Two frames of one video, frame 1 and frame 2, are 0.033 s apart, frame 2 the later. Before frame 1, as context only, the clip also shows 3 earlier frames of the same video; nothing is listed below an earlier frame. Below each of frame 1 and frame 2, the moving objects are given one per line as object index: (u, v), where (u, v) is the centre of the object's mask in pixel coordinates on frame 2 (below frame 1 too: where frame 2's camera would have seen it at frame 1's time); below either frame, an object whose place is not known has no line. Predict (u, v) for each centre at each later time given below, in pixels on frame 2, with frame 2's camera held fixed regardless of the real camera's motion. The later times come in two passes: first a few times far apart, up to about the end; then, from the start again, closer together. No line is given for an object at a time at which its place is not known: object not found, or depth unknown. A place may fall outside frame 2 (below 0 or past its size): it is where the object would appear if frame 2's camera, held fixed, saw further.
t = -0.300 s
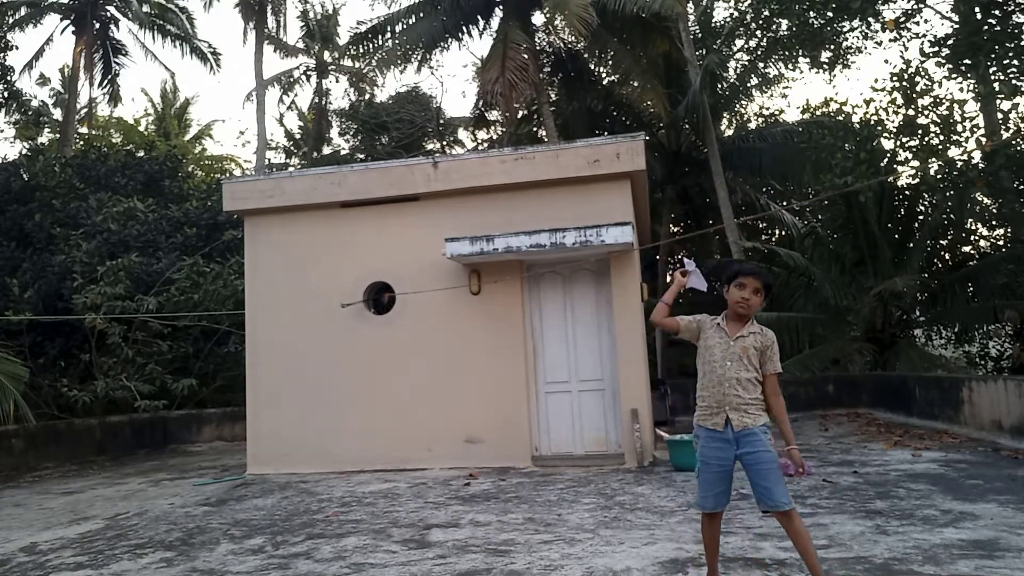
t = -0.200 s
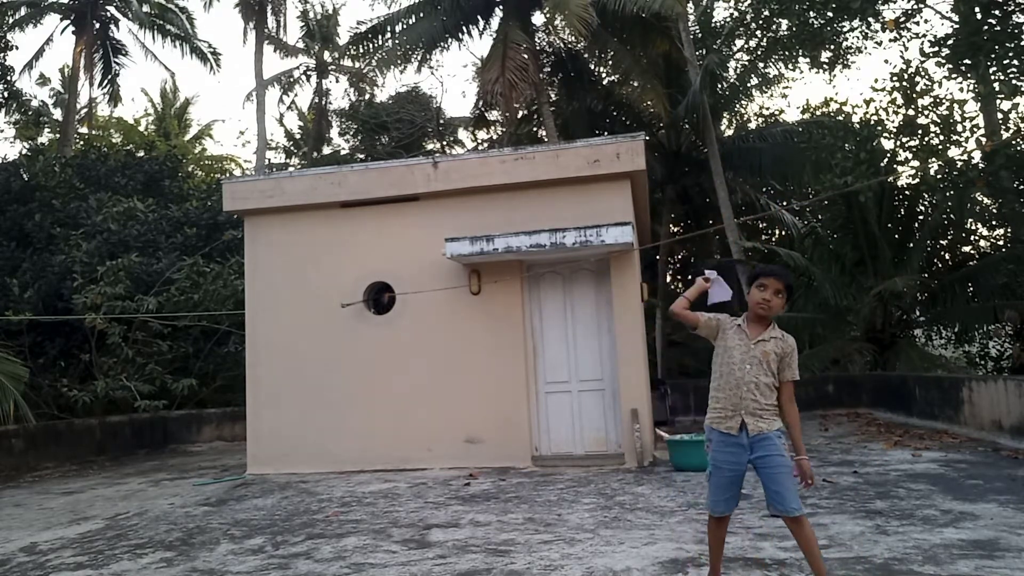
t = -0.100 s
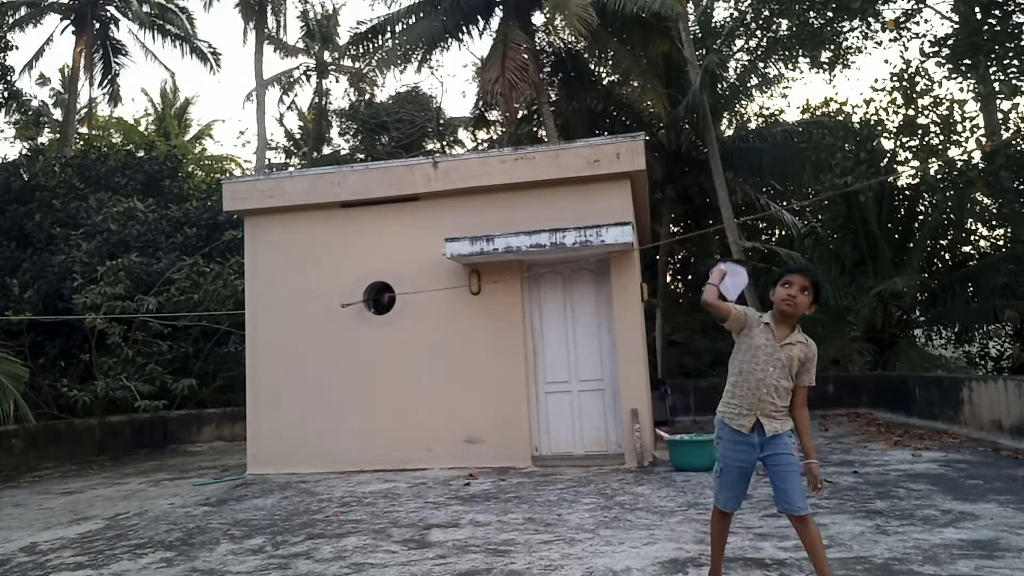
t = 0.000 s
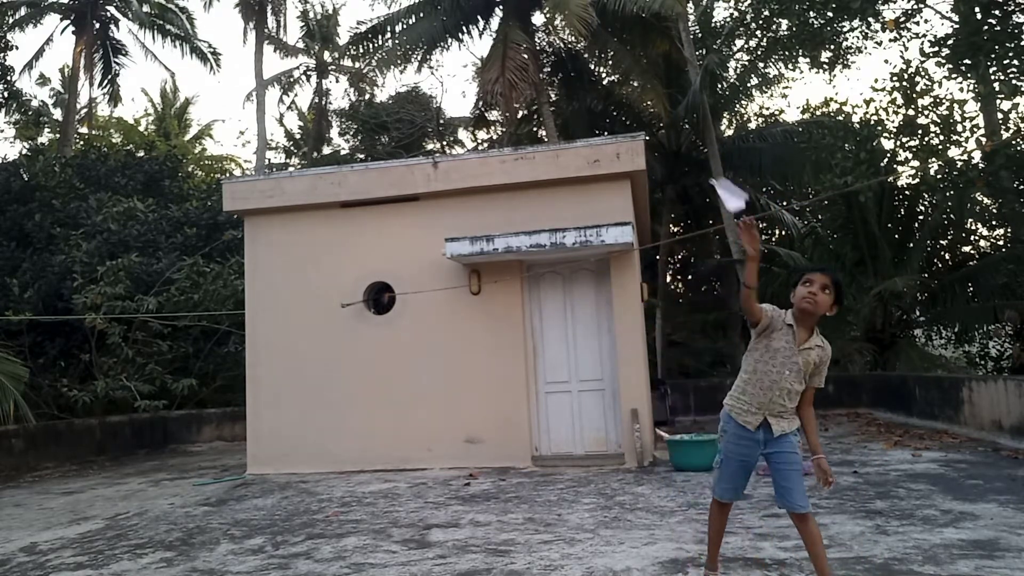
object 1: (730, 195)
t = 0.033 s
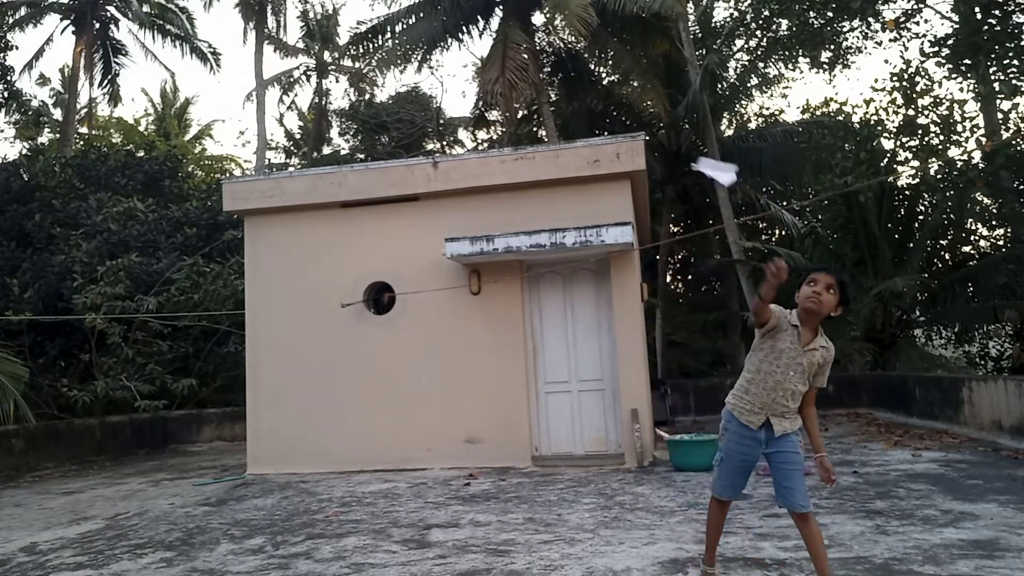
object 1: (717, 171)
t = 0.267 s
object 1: (586, 233)
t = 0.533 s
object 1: (633, 377)
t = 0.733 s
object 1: (664, 441)
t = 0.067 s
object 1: (698, 155)
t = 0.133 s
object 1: (651, 152)
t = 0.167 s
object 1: (628, 163)
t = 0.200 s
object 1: (609, 182)
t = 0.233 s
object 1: (594, 205)
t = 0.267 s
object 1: (586, 233)
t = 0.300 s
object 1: (581, 260)
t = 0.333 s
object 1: (582, 285)
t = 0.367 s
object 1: (586, 308)
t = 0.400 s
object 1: (594, 326)
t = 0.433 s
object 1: (604, 341)
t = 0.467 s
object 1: (613, 354)
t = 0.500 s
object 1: (624, 366)
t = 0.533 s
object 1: (633, 377)
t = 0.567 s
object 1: (641, 387)
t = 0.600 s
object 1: (648, 397)
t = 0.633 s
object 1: (654, 408)
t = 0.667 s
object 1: (658, 418)
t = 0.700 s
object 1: (662, 429)
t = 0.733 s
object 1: (664, 441)
